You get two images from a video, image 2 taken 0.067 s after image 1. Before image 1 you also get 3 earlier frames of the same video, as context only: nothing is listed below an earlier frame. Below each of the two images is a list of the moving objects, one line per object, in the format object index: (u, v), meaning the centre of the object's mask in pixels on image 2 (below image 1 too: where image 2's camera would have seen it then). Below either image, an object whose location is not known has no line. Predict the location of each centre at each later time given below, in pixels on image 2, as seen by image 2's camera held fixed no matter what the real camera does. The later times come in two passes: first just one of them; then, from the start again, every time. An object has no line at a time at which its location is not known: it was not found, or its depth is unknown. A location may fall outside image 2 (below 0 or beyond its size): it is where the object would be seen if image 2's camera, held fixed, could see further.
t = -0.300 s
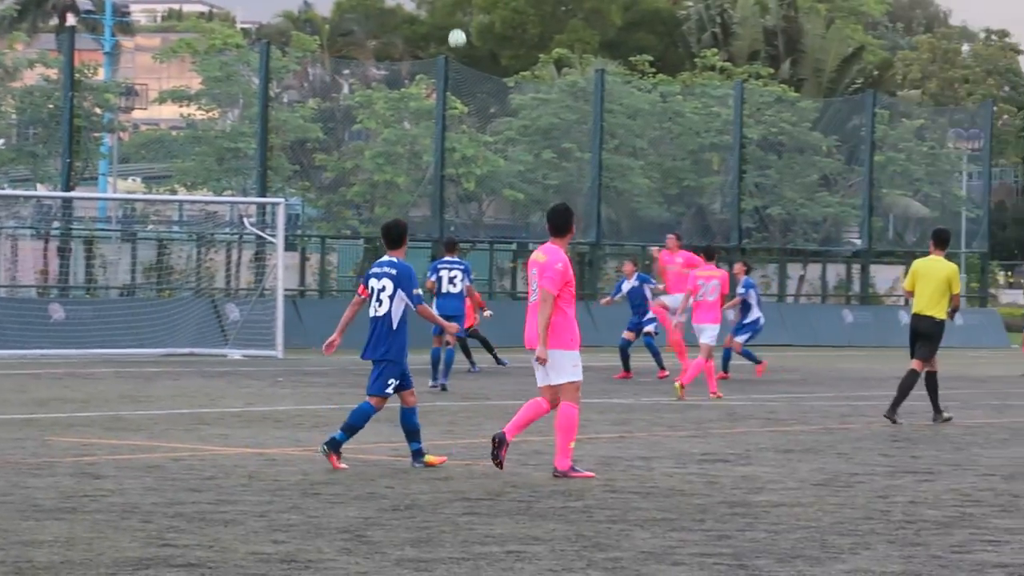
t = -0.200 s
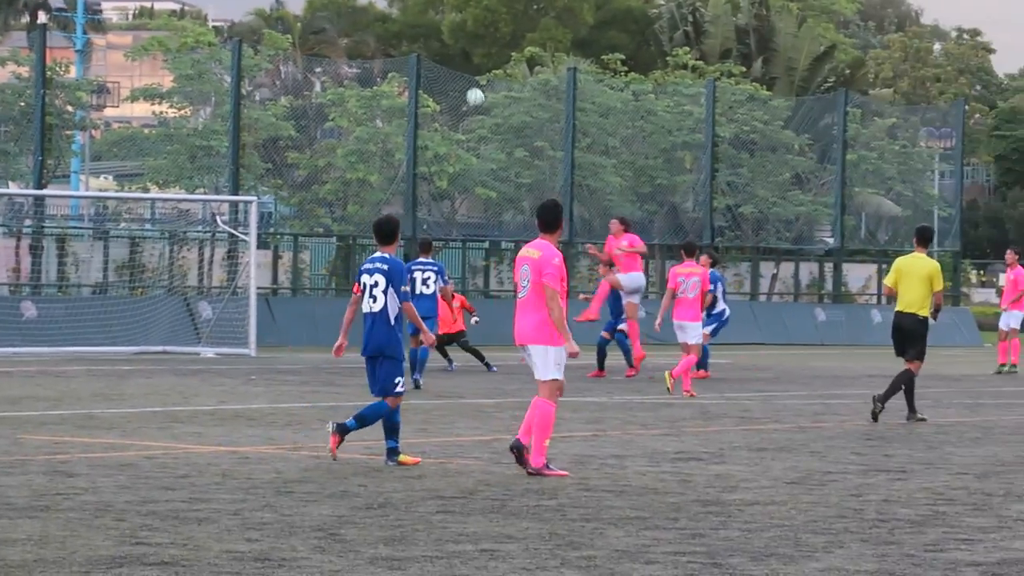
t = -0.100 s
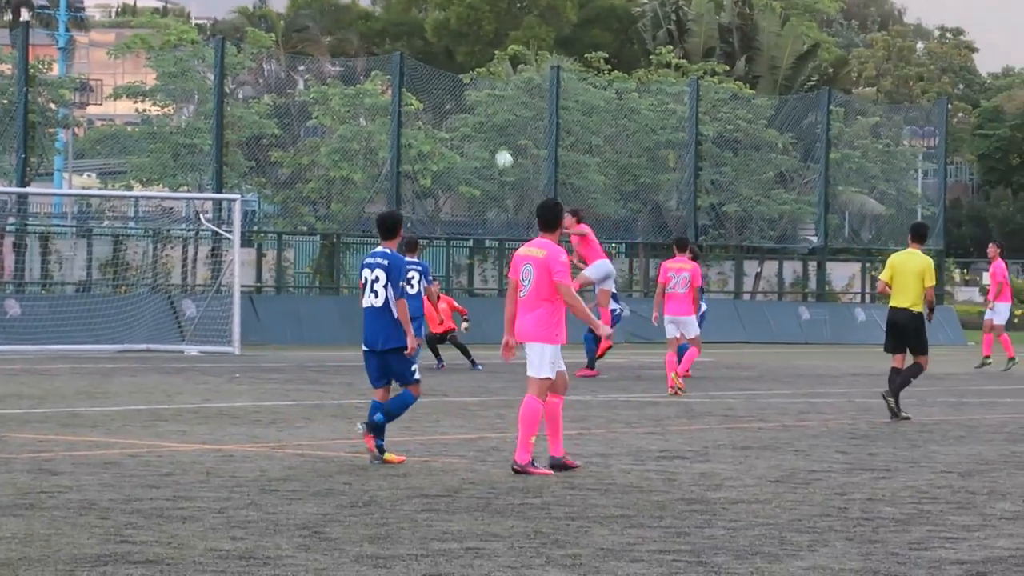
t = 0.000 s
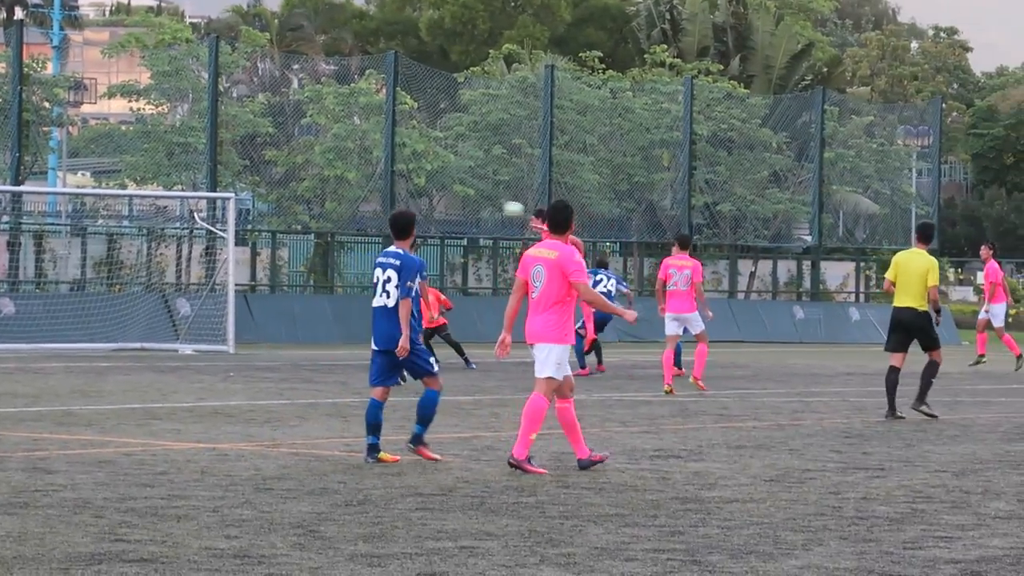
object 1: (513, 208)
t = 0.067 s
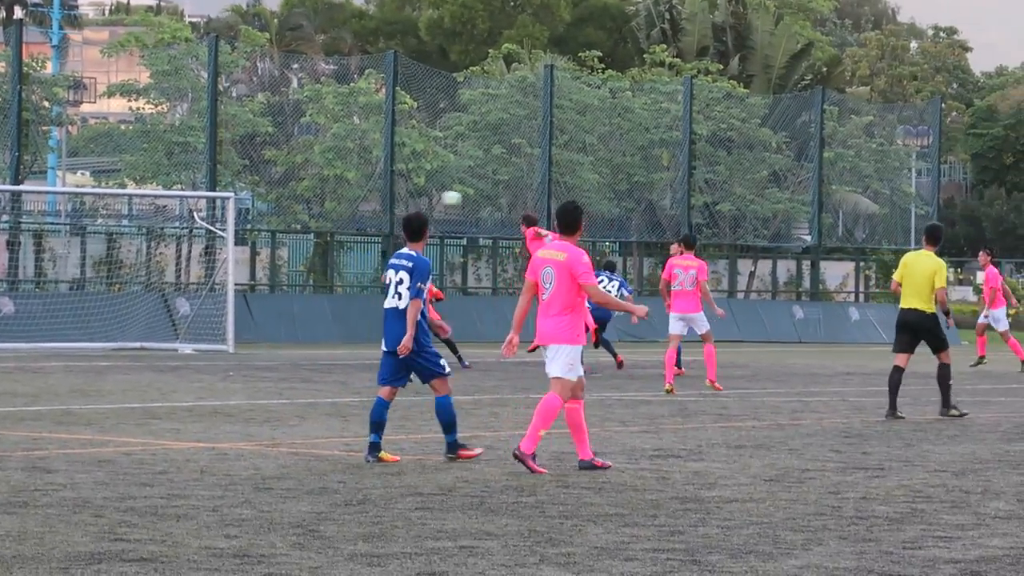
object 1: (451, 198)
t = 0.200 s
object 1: (336, 187)
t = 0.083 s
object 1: (436, 196)
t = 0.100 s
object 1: (421, 194)
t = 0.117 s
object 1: (406, 192)
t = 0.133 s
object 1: (392, 191)
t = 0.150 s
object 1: (377, 189)
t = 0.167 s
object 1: (363, 188)
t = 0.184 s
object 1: (349, 187)
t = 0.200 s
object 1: (336, 187)
